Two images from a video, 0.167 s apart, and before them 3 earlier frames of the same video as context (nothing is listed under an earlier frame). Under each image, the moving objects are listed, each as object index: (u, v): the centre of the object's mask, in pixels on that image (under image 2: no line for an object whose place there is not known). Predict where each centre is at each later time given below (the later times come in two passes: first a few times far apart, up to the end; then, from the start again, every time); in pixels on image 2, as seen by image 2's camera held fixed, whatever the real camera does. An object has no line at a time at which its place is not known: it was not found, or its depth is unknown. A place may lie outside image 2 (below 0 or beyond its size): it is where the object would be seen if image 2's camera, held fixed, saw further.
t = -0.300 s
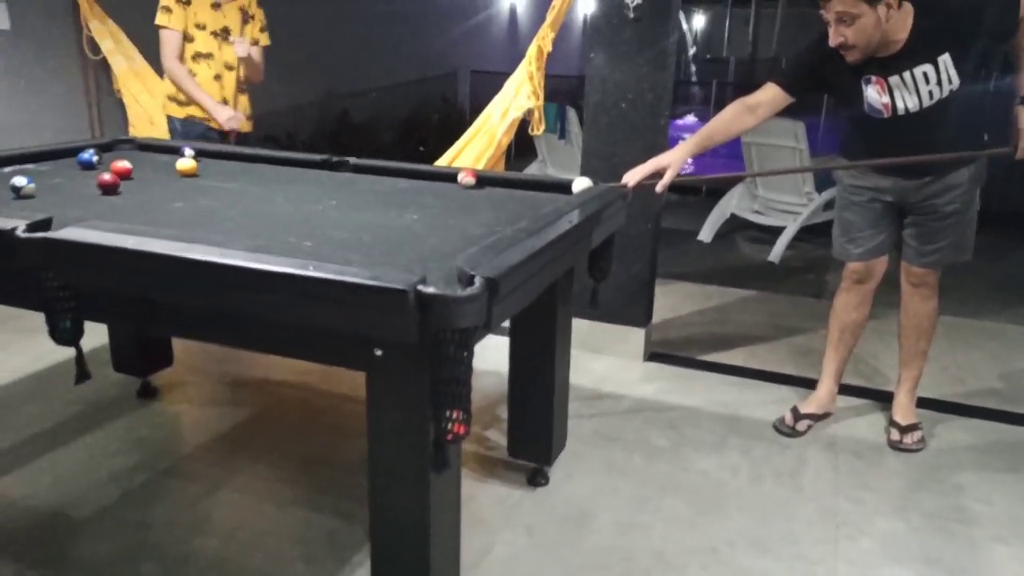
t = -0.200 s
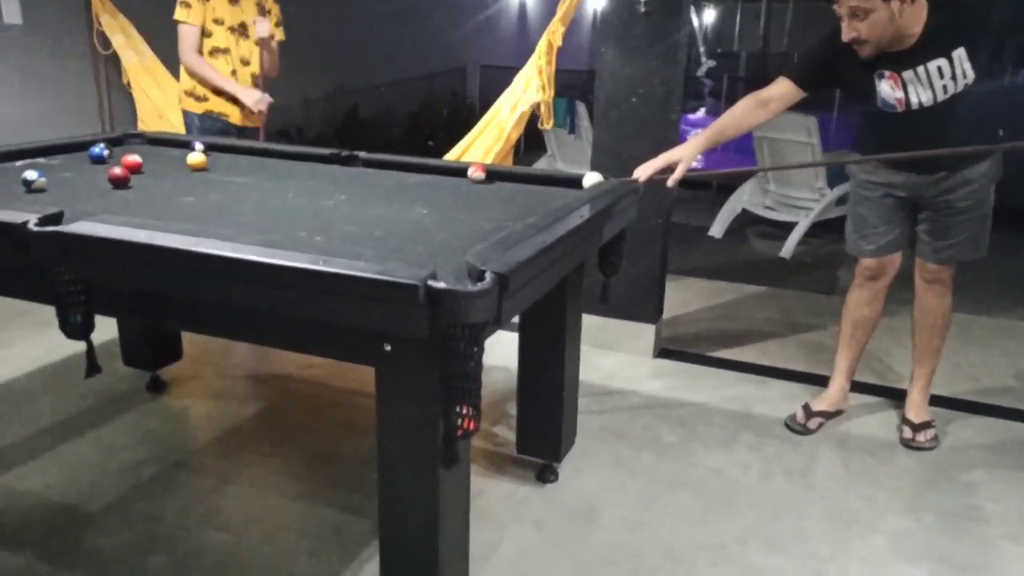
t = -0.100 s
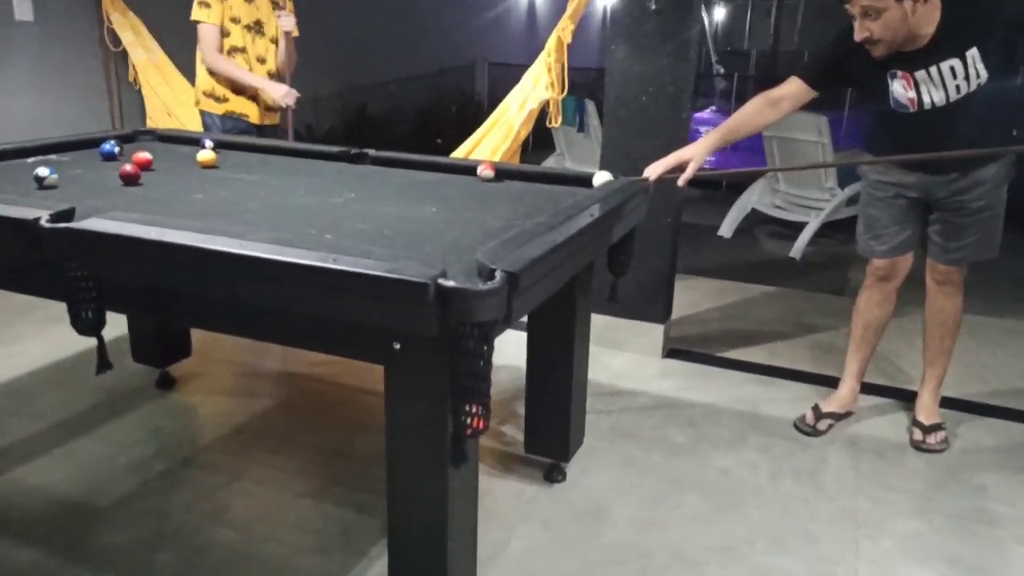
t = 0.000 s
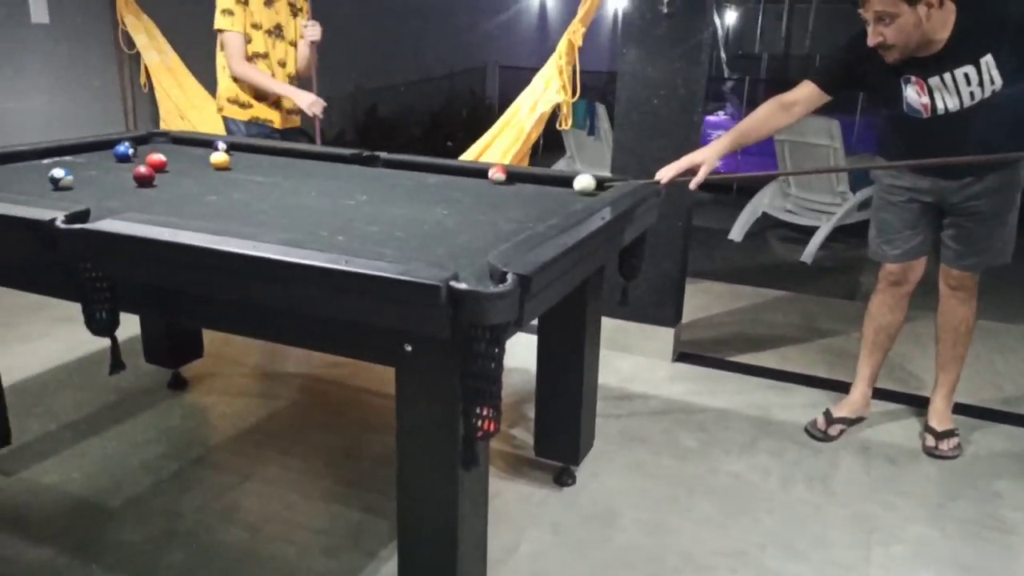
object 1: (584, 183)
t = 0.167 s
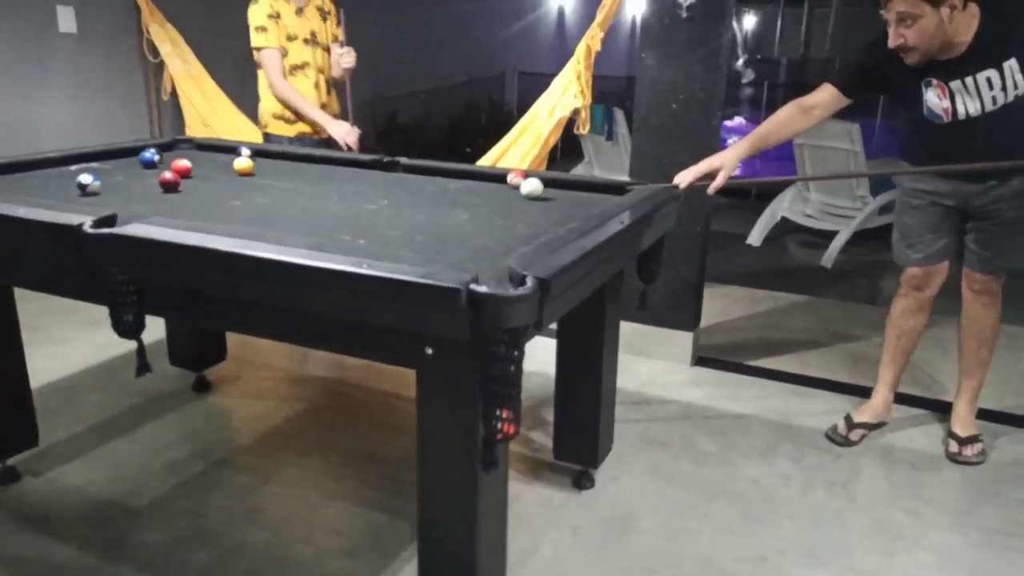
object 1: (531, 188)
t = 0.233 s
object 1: (505, 187)
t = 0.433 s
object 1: (425, 187)
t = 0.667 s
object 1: (331, 187)
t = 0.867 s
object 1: (251, 186)
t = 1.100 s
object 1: (157, 186)
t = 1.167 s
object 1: (130, 186)
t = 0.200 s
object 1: (518, 187)
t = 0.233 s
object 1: (505, 187)
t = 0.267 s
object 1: (492, 188)
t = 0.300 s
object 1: (478, 187)
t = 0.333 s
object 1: (465, 187)
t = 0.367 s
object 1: (452, 187)
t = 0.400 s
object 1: (439, 187)
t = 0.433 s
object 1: (425, 187)
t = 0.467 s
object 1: (412, 187)
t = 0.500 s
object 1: (398, 186)
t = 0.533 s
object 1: (385, 187)
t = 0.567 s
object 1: (371, 187)
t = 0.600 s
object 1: (358, 187)
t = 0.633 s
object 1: (344, 187)
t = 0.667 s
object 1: (331, 187)
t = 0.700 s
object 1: (318, 187)
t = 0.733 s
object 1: (305, 187)
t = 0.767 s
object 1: (291, 187)
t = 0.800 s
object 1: (278, 187)
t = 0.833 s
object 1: (264, 187)
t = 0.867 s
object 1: (251, 186)
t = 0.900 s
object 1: (237, 187)
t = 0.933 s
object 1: (224, 186)
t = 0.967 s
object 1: (211, 186)
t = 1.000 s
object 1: (198, 186)
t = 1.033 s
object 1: (184, 186)
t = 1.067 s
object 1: (171, 185)
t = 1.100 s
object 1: (157, 186)
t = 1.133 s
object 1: (144, 186)
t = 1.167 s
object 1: (130, 186)
